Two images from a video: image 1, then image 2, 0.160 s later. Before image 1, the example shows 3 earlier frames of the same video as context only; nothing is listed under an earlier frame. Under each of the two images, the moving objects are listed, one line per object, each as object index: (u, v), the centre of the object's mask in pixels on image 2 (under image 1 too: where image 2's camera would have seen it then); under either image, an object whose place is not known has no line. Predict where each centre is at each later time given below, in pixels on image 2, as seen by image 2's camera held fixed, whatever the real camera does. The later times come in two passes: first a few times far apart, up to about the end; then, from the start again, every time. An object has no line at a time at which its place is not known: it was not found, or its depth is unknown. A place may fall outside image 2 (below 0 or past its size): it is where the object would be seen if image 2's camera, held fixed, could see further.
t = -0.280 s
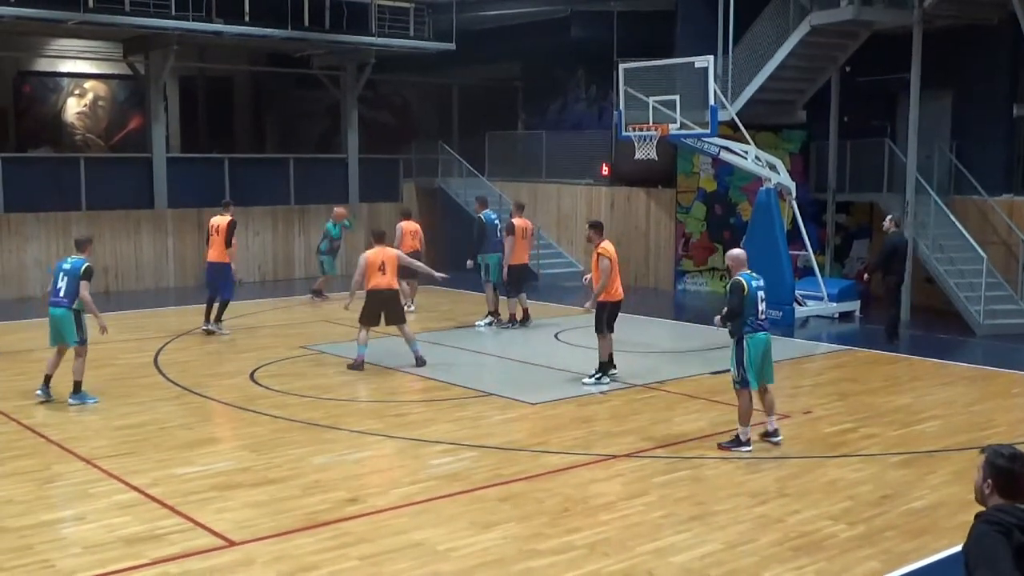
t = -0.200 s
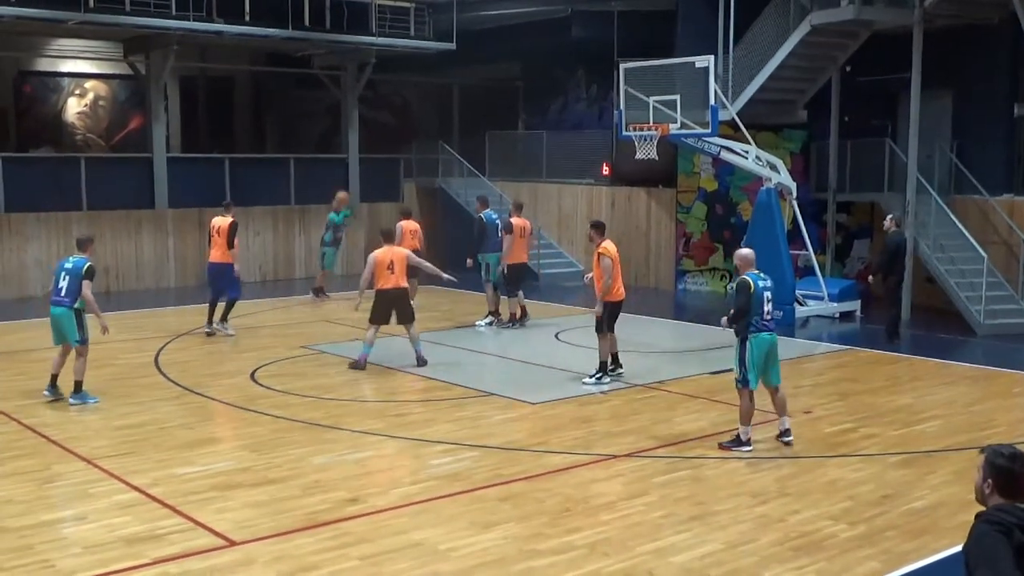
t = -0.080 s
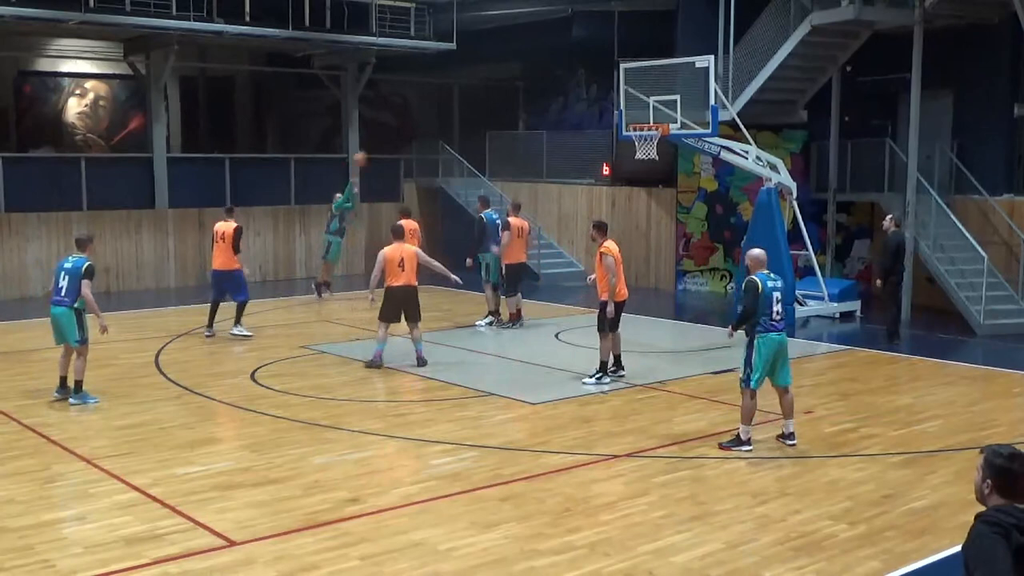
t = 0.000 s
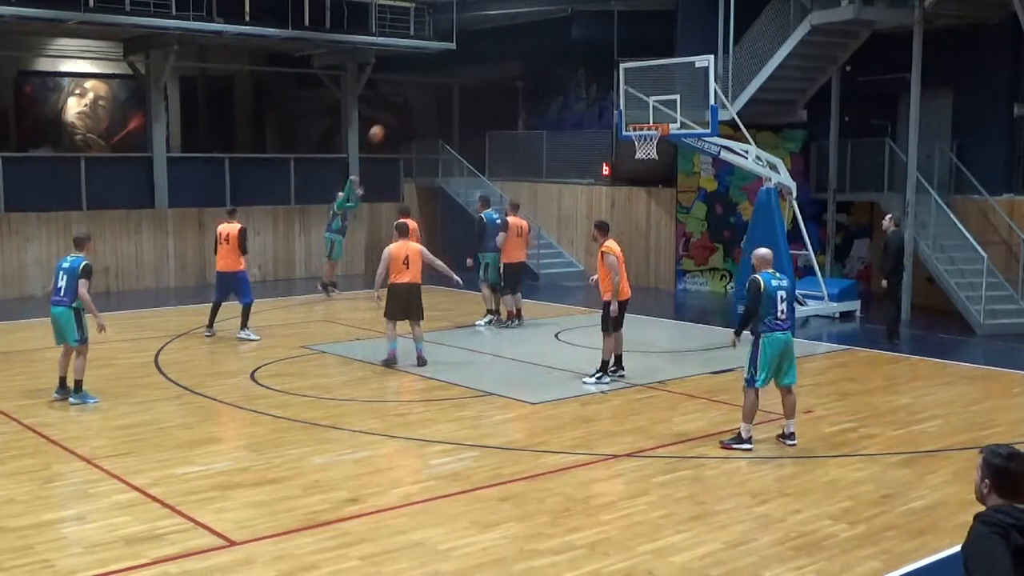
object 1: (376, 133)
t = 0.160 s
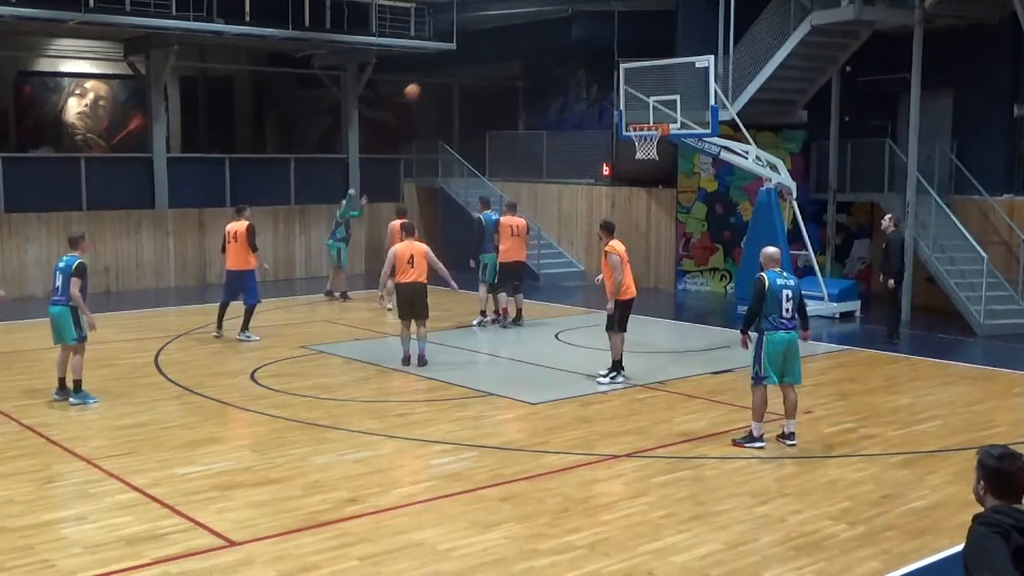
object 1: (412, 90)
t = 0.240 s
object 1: (431, 75)
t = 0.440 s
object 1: (479, 50)
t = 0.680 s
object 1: (540, 52)
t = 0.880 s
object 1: (595, 83)
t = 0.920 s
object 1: (605, 93)
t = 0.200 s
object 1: (422, 82)
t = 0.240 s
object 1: (431, 75)
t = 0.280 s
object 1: (440, 68)
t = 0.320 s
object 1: (449, 62)
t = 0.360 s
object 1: (459, 57)
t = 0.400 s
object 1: (469, 53)
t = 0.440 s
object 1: (479, 50)
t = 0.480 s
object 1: (489, 48)
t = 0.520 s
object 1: (499, 46)
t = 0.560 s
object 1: (509, 46)
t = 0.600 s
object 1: (520, 47)
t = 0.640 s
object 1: (530, 49)
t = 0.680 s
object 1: (540, 52)
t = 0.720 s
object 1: (551, 56)
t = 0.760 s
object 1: (562, 61)
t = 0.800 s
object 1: (573, 67)
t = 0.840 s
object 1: (584, 75)
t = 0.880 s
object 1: (595, 83)
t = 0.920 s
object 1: (605, 93)
